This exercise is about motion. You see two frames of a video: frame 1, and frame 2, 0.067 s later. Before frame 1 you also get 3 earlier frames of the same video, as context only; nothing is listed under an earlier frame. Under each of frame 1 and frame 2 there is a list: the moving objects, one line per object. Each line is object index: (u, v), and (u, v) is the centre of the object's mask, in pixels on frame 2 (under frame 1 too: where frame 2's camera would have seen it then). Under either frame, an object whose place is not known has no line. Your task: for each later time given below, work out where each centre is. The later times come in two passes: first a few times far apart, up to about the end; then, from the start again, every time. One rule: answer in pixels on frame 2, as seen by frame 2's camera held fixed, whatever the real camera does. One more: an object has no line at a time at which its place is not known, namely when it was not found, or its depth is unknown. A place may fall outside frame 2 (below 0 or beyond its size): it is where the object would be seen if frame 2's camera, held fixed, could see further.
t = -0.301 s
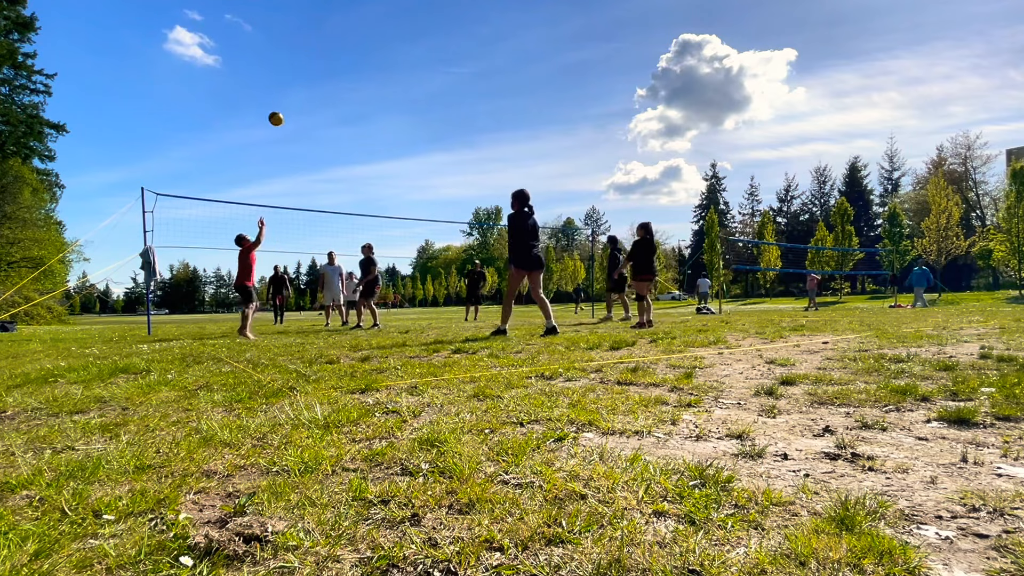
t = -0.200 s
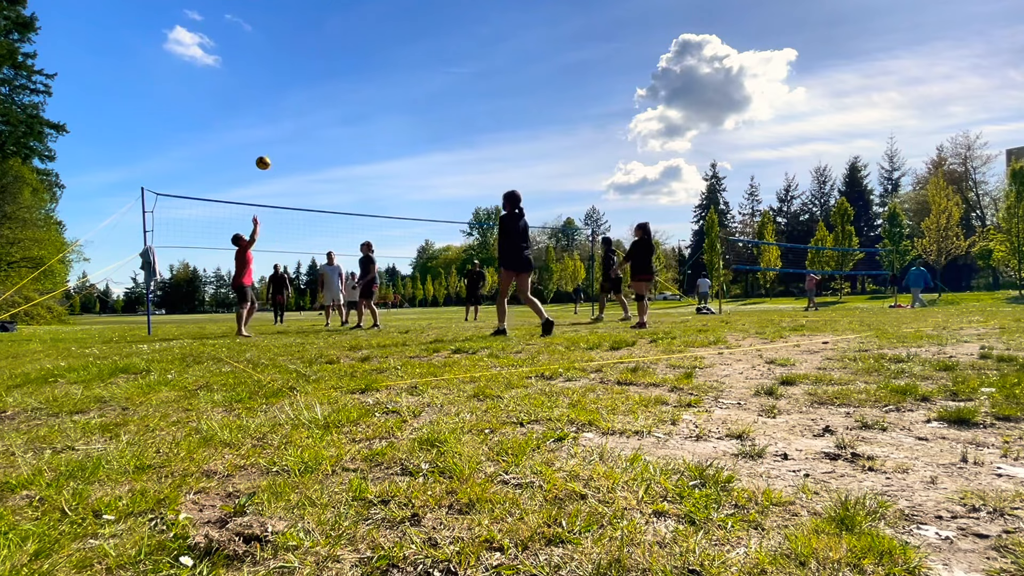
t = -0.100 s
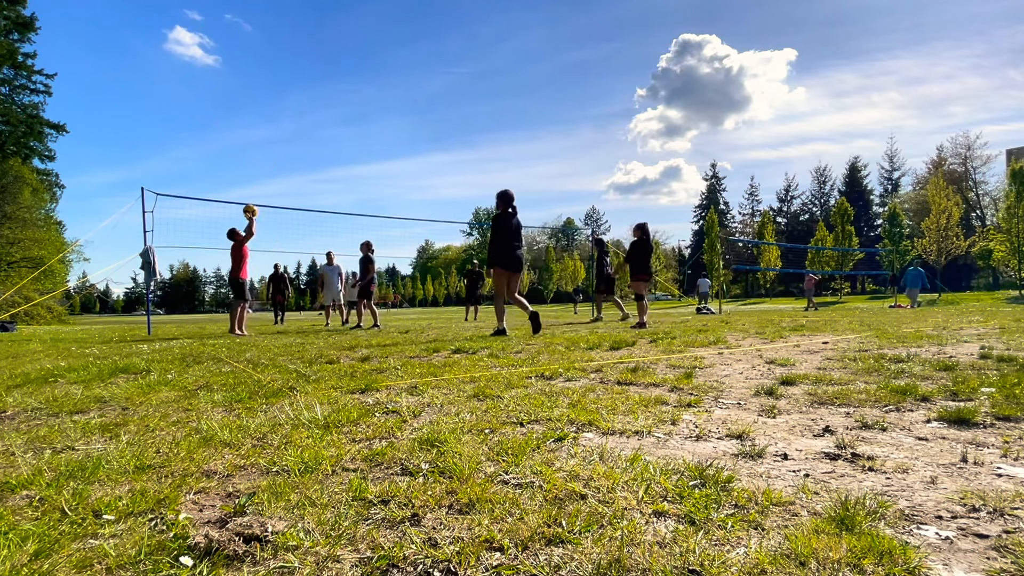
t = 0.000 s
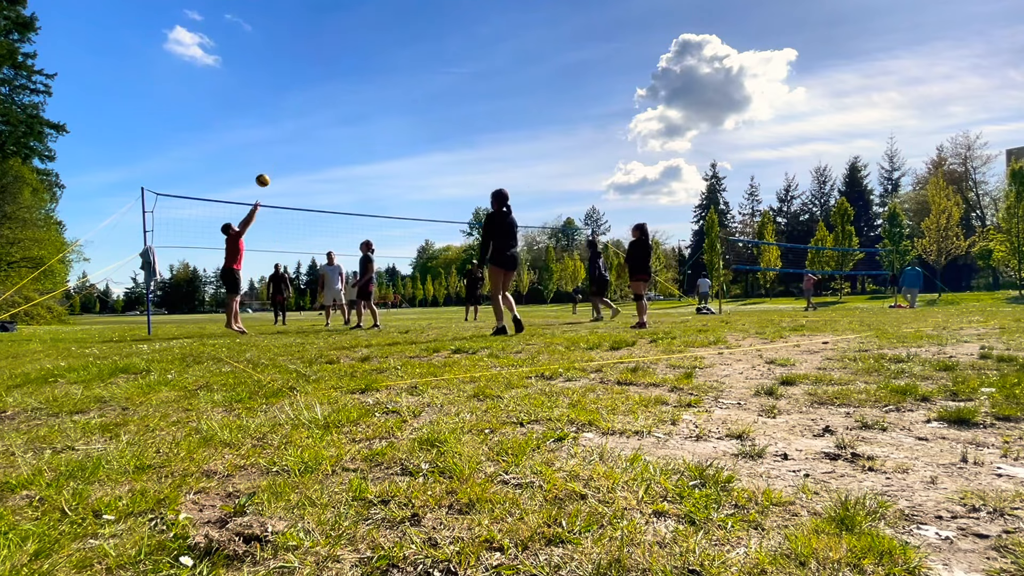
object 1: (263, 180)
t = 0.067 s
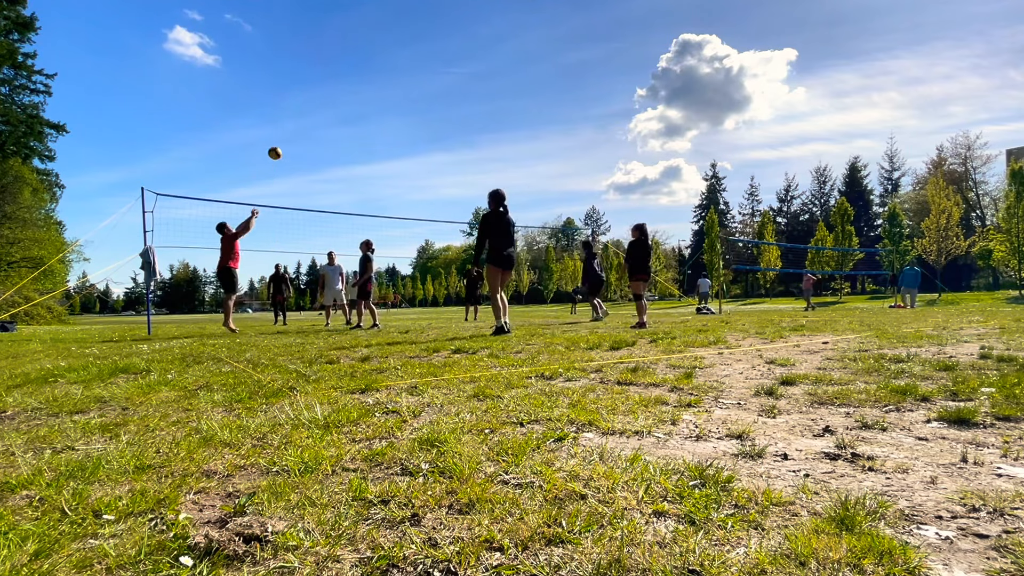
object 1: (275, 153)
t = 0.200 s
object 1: (297, 110)
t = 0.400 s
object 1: (327, 71)
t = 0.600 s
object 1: (353, 56)
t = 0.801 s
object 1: (376, 62)
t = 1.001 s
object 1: (396, 86)
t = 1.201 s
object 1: (414, 126)
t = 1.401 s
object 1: (430, 178)
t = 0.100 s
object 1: (281, 141)
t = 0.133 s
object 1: (286, 130)
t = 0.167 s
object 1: (292, 119)
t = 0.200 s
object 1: (297, 110)
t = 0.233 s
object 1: (303, 102)
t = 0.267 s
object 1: (308, 94)
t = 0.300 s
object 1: (313, 87)
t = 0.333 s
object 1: (318, 81)
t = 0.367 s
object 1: (322, 75)
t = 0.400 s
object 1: (327, 71)
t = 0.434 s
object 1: (332, 67)
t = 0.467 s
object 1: (336, 63)
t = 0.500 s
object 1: (341, 60)
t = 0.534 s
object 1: (344, 58)
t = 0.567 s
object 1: (349, 57)
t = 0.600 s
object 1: (353, 56)
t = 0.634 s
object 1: (357, 56)
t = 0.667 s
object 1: (361, 56)
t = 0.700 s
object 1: (365, 57)
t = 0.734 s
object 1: (369, 58)
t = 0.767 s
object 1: (372, 60)
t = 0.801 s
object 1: (376, 62)
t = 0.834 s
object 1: (379, 65)
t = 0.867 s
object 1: (383, 68)
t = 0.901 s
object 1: (386, 72)
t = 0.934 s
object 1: (389, 76)
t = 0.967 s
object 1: (393, 81)
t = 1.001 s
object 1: (396, 86)
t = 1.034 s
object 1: (399, 92)
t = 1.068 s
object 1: (402, 98)
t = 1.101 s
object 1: (405, 104)
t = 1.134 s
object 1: (408, 111)
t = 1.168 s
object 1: (411, 118)
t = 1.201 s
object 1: (414, 126)
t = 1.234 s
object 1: (416, 134)
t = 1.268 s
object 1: (419, 142)
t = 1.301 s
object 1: (422, 151)
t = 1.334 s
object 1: (425, 159)
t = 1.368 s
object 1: (427, 169)
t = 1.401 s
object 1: (430, 178)
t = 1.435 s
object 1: (432, 188)
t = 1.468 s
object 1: (434, 198)
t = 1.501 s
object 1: (437, 209)
